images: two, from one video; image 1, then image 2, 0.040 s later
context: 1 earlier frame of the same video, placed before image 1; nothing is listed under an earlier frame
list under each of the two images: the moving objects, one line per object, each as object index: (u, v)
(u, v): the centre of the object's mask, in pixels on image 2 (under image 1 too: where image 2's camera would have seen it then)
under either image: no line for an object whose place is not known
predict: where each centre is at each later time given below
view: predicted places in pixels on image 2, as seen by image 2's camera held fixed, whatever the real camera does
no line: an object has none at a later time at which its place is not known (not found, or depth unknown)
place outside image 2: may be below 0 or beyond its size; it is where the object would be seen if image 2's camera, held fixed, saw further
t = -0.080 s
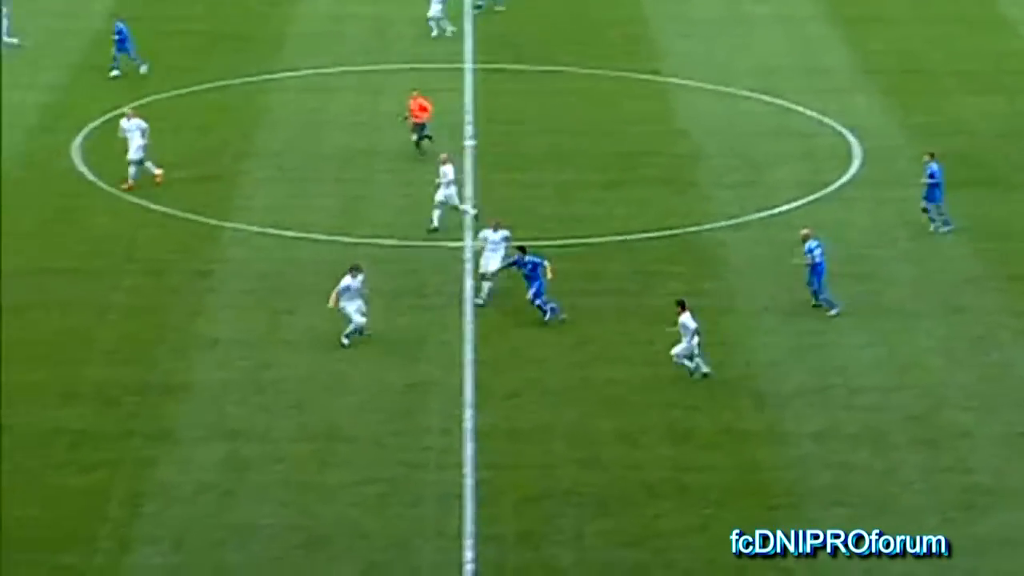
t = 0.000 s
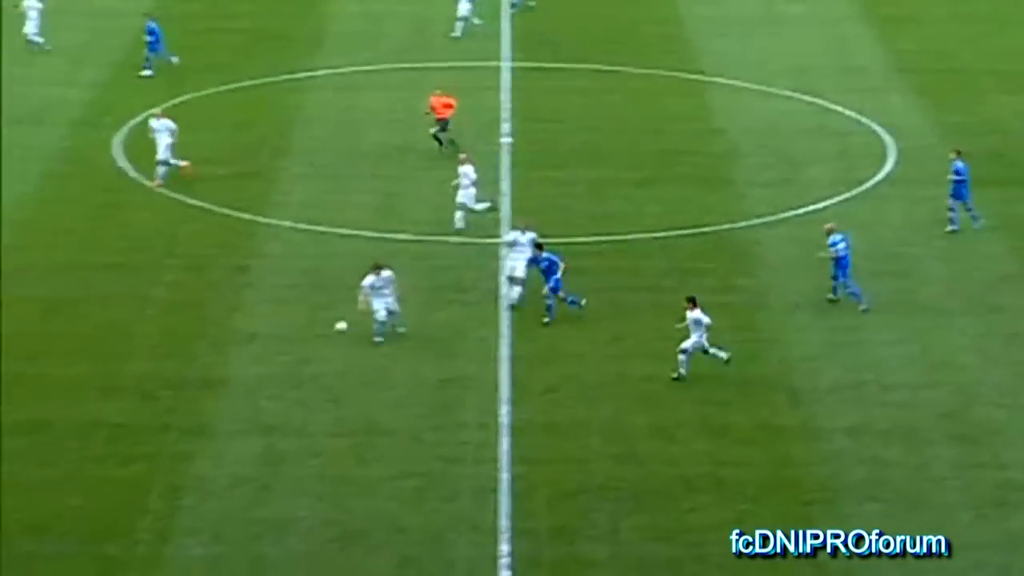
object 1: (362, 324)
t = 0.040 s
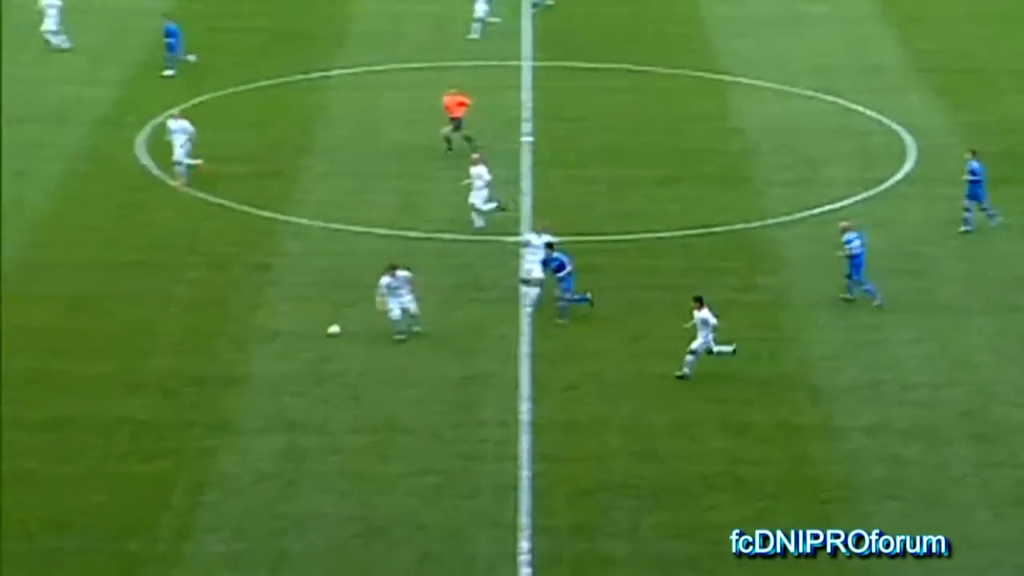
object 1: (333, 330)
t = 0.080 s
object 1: (306, 335)
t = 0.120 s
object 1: (277, 343)
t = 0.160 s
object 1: (248, 351)
